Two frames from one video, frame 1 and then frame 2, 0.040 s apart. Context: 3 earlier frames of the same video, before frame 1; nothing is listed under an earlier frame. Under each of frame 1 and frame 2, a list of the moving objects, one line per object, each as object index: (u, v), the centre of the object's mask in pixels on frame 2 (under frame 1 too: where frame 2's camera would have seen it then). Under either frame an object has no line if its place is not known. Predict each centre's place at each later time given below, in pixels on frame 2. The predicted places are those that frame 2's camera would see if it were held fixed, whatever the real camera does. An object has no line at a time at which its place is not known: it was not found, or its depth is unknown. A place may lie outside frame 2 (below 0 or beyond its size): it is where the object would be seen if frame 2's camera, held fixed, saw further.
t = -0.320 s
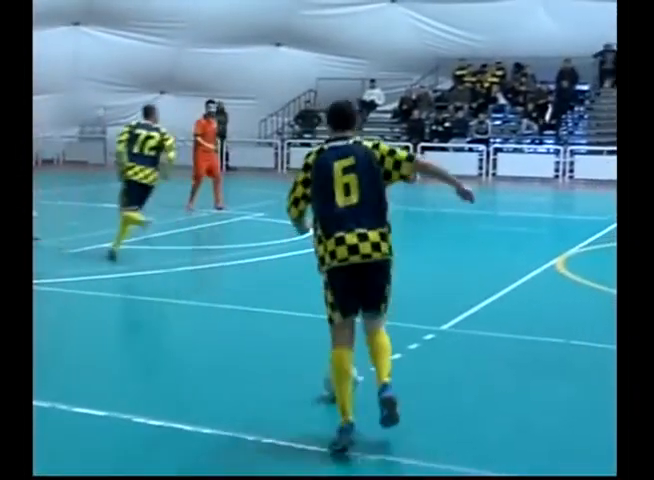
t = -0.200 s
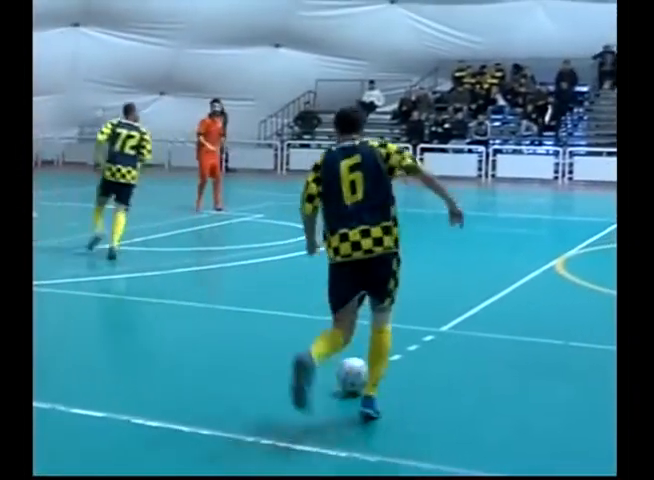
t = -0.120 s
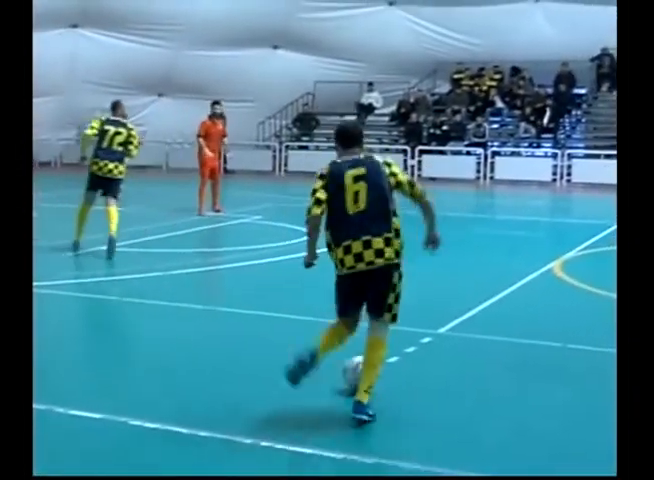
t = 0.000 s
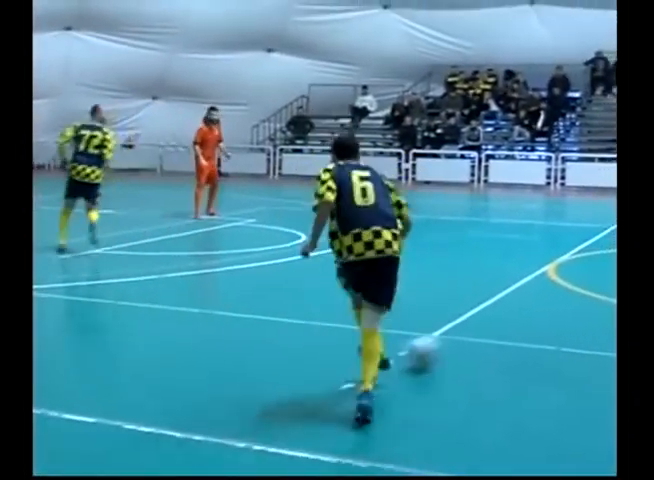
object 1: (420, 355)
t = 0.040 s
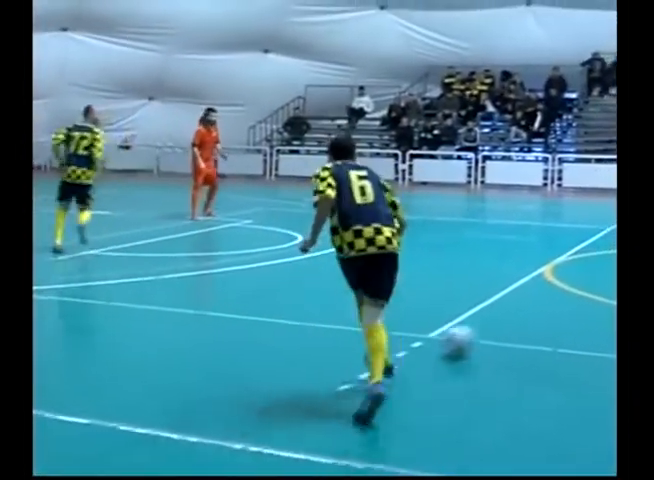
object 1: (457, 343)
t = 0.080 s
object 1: (491, 330)
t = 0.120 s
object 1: (517, 321)
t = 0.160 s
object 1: (541, 313)
